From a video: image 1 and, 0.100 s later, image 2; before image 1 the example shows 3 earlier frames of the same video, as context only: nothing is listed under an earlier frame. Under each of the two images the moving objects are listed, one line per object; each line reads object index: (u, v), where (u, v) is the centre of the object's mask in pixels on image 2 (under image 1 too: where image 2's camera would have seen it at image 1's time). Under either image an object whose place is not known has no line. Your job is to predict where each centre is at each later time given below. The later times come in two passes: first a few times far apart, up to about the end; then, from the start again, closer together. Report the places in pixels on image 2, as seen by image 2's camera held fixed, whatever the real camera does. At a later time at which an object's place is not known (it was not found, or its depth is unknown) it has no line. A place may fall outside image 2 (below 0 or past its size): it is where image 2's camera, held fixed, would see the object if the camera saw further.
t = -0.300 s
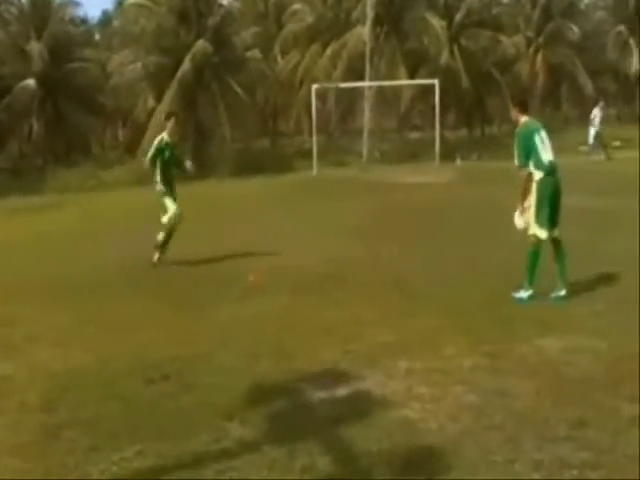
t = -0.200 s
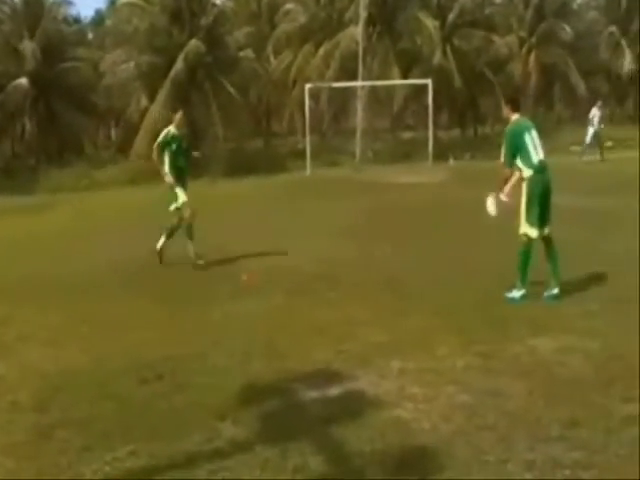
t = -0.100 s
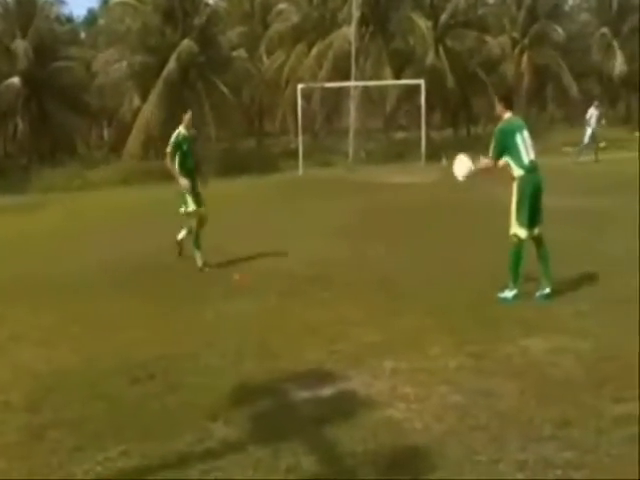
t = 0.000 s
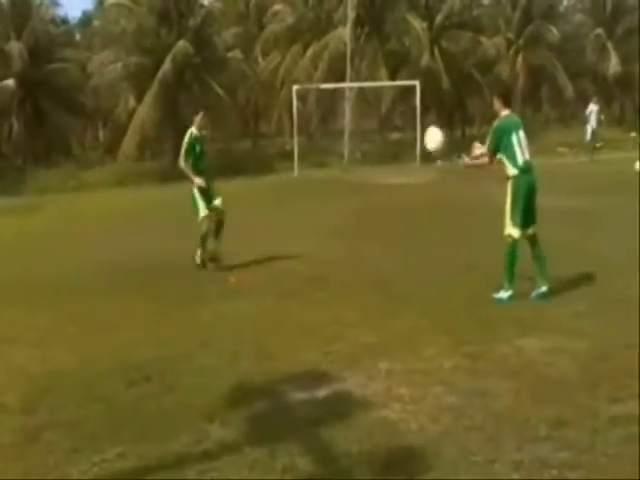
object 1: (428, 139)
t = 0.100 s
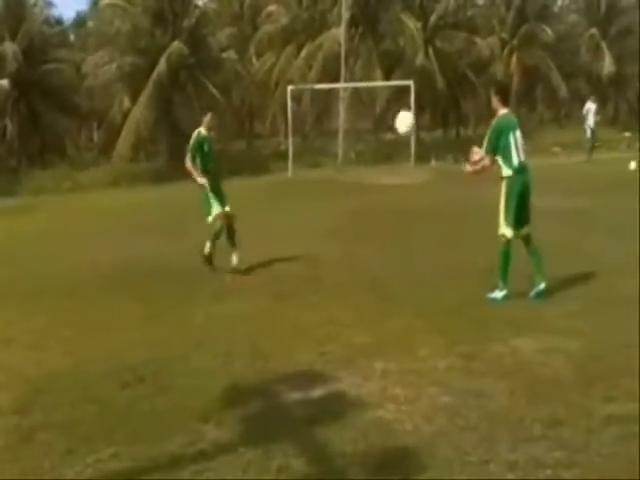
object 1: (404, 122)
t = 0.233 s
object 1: (375, 118)
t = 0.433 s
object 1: (336, 151)
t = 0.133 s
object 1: (397, 119)
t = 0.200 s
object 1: (382, 117)
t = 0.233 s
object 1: (375, 118)
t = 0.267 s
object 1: (368, 121)
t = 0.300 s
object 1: (361, 124)
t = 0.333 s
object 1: (355, 129)
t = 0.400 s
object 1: (342, 143)
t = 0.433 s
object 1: (336, 151)
